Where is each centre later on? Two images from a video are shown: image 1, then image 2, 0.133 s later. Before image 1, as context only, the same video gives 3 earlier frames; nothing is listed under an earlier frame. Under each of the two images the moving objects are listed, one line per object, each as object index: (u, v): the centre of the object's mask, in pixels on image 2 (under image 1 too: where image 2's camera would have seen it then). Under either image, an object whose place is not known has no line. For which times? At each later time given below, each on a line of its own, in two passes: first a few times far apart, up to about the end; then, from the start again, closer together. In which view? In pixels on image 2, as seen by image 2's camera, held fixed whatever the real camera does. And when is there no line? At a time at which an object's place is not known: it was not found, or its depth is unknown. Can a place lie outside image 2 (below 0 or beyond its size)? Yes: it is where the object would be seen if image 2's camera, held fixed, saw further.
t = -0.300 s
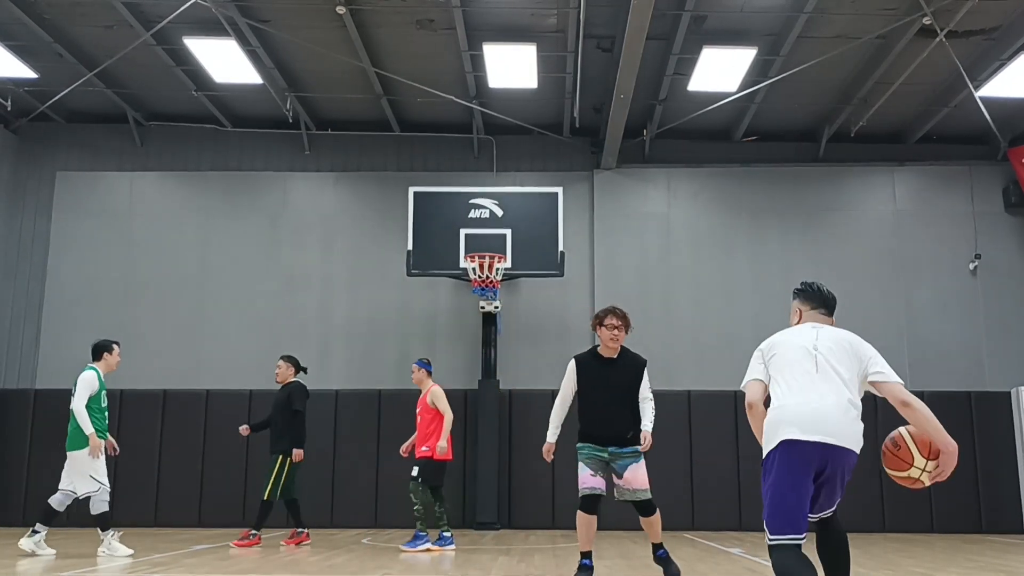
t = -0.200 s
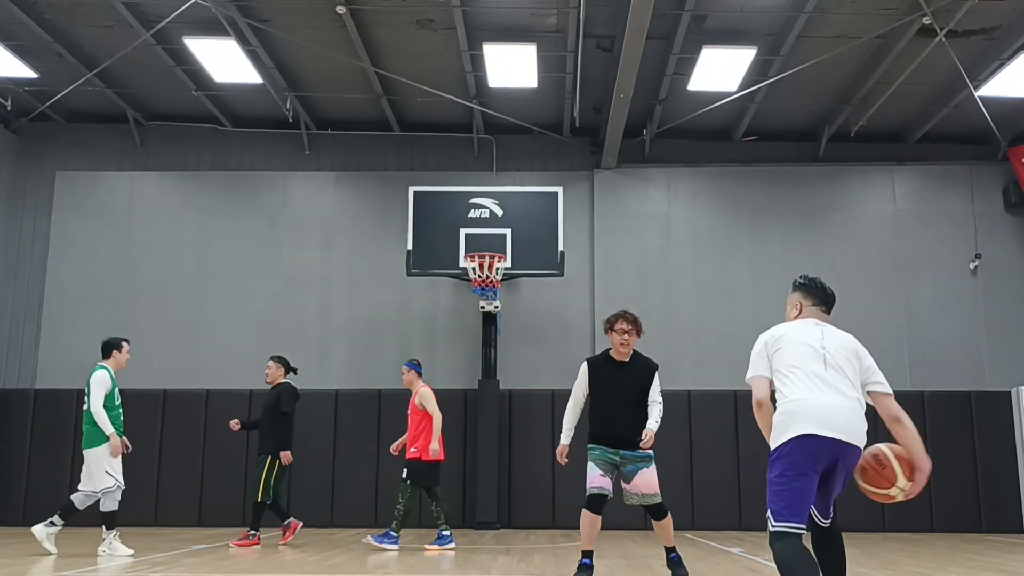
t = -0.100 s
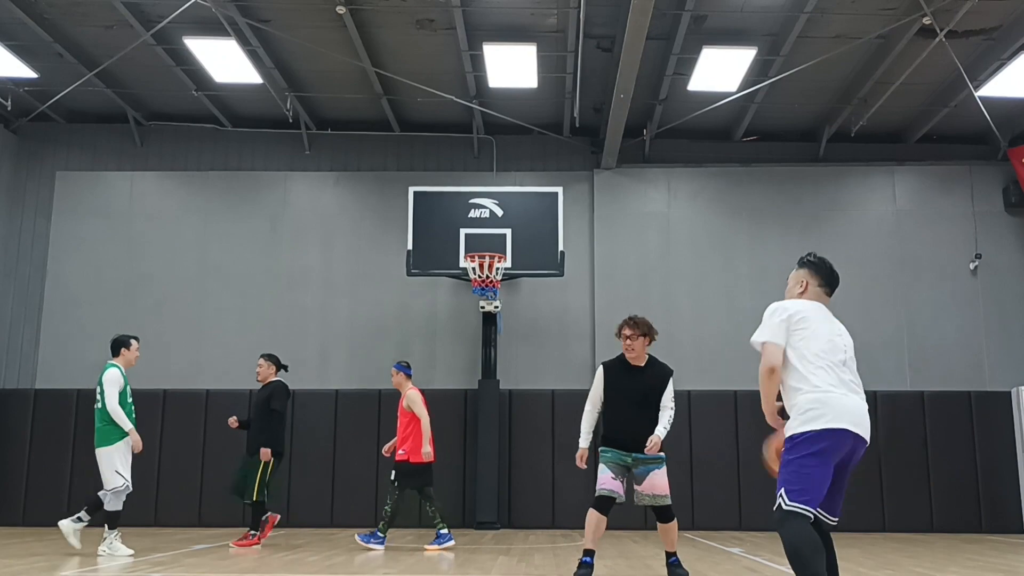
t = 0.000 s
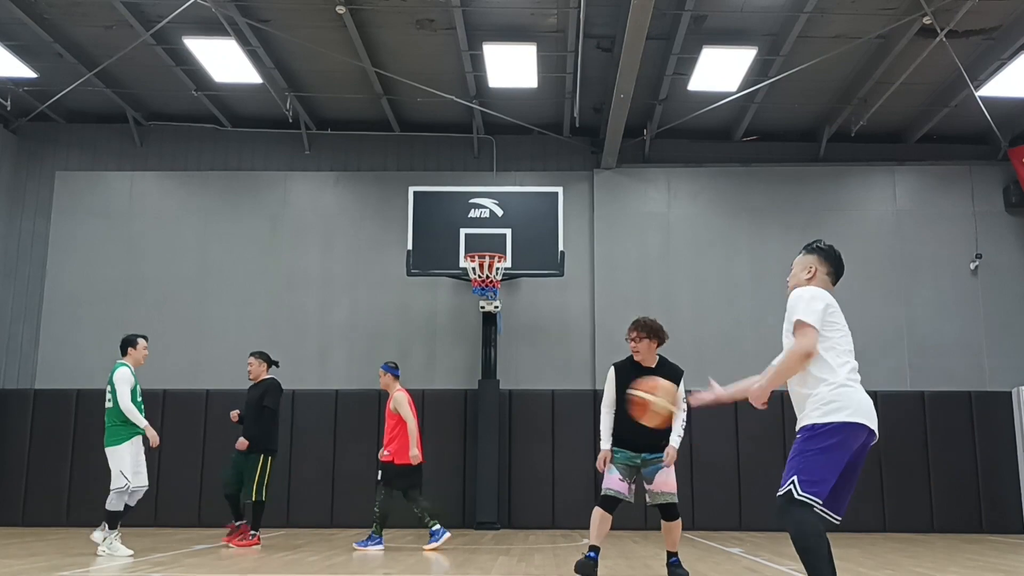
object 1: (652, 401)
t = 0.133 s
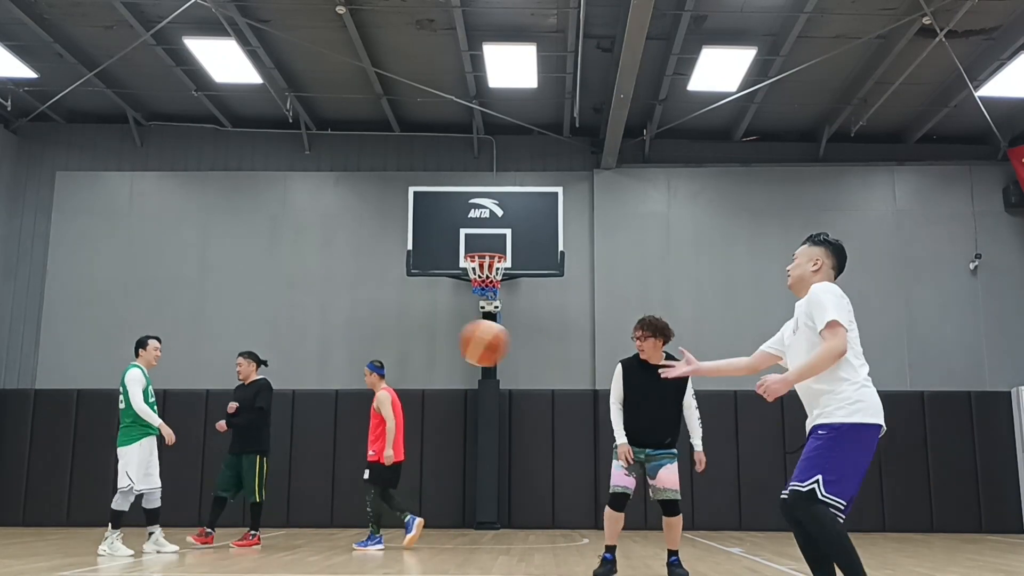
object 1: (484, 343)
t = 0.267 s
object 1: (335, 322)
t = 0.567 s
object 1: (51, 387)
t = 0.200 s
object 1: (408, 328)
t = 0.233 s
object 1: (371, 324)
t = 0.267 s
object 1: (335, 322)
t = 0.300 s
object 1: (300, 322)
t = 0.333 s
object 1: (266, 324)
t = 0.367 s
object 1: (234, 328)
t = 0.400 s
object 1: (202, 334)
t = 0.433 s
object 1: (171, 342)
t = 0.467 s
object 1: (140, 350)
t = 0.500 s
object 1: (110, 361)
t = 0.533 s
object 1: (80, 373)
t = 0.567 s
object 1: (51, 387)
